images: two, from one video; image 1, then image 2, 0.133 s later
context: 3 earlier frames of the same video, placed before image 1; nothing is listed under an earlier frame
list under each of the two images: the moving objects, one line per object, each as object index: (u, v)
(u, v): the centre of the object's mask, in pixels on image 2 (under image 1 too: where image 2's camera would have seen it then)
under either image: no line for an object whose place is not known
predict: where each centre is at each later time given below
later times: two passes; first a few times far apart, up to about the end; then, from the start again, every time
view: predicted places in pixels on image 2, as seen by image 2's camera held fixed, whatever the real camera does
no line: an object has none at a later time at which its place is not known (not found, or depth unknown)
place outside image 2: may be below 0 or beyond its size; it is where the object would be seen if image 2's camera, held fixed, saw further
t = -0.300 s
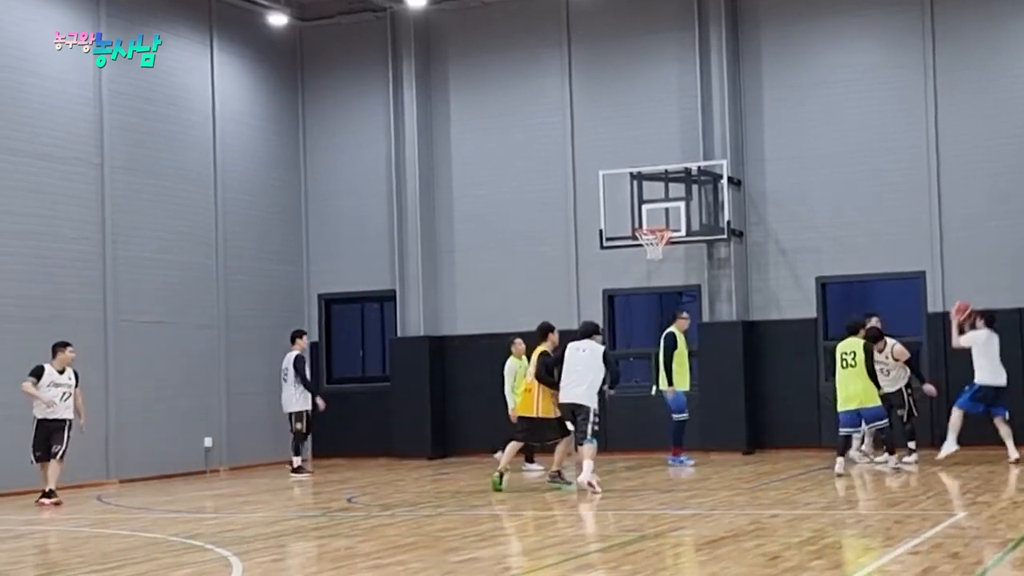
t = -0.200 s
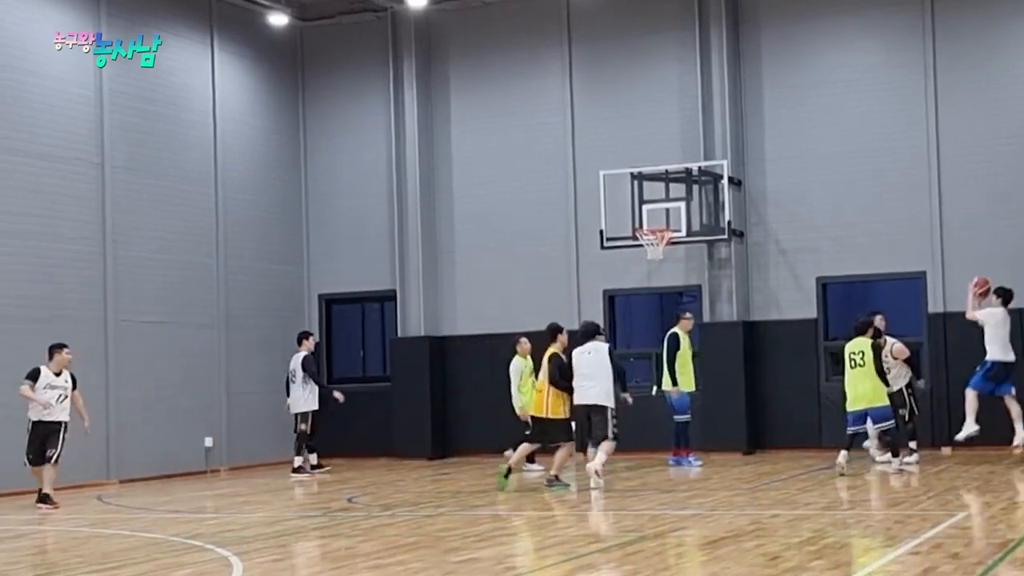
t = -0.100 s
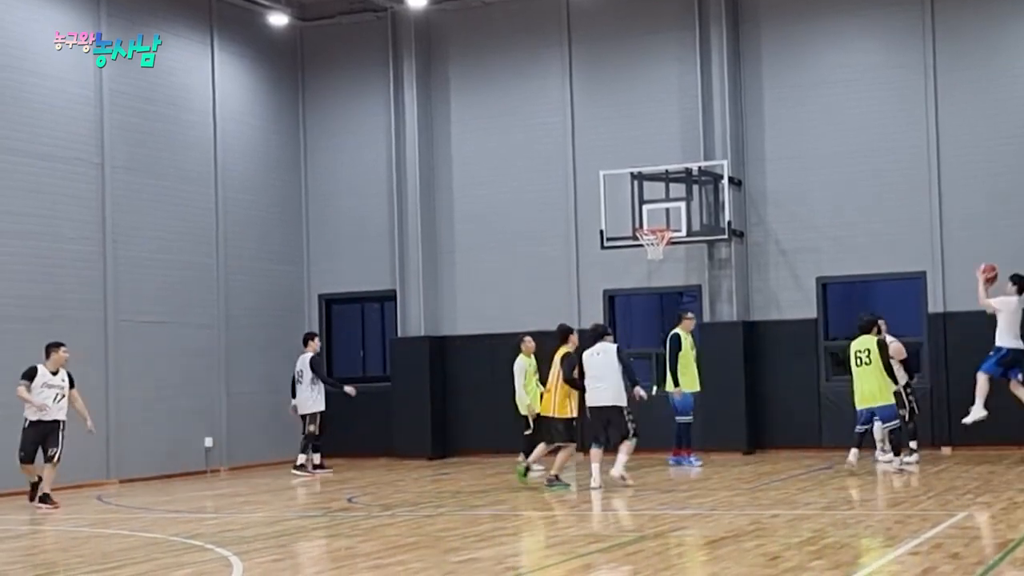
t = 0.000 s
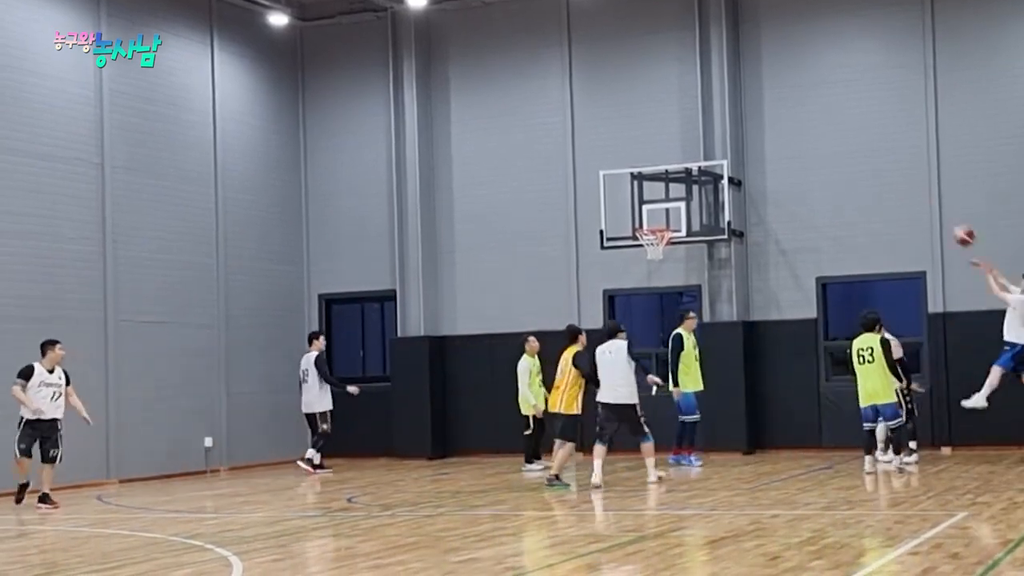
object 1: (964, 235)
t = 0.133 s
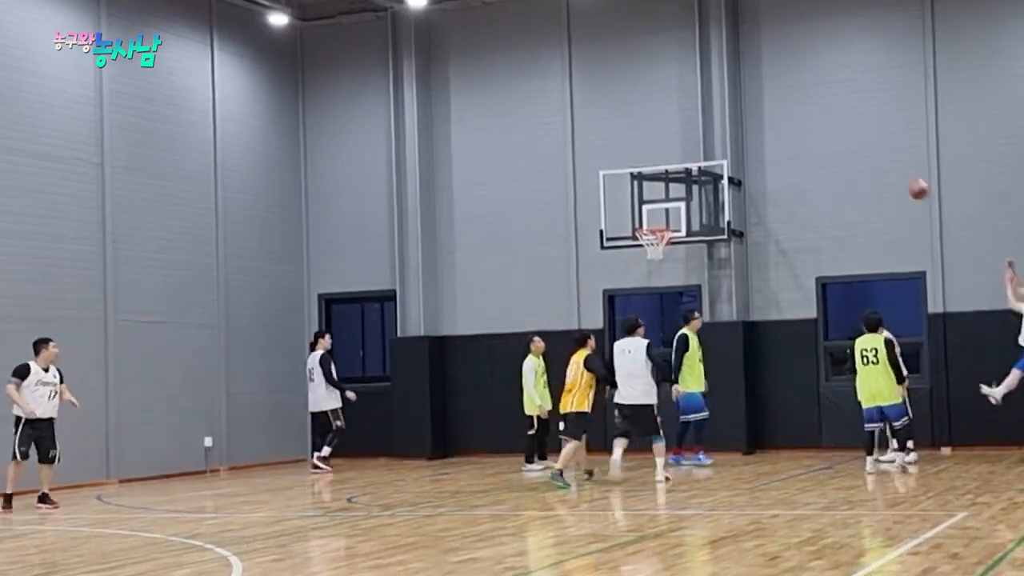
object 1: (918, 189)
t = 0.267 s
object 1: (875, 157)
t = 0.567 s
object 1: (786, 139)
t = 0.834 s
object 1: (713, 178)
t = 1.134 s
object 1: (690, 197)
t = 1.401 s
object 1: (699, 190)
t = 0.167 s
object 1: (908, 180)
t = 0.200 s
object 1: (896, 172)
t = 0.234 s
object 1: (886, 164)
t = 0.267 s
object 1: (875, 157)
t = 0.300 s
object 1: (865, 151)
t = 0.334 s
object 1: (854, 147)
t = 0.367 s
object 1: (844, 143)
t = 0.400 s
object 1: (834, 141)
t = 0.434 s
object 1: (824, 139)
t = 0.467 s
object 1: (814, 137)
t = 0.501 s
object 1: (804, 137)
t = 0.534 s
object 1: (796, 138)
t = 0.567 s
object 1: (786, 139)
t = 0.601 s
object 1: (776, 142)
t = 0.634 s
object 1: (766, 144)
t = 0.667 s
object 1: (758, 147)
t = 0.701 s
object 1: (749, 152)
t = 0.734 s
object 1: (740, 156)
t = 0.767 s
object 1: (732, 163)
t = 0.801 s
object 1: (721, 171)
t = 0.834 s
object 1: (713, 178)
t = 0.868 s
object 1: (705, 185)
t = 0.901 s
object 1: (696, 196)
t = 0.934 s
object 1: (688, 205)
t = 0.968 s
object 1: (679, 217)
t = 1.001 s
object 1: (675, 222)
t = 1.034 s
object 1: (679, 214)
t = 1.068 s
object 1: (683, 207)
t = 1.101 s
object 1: (686, 201)
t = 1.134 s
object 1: (690, 197)
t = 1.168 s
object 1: (691, 192)
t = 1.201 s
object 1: (692, 190)
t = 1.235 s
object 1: (694, 189)
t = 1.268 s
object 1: (694, 188)
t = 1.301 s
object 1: (696, 187)
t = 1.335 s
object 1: (697, 188)
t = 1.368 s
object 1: (698, 188)
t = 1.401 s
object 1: (699, 190)
